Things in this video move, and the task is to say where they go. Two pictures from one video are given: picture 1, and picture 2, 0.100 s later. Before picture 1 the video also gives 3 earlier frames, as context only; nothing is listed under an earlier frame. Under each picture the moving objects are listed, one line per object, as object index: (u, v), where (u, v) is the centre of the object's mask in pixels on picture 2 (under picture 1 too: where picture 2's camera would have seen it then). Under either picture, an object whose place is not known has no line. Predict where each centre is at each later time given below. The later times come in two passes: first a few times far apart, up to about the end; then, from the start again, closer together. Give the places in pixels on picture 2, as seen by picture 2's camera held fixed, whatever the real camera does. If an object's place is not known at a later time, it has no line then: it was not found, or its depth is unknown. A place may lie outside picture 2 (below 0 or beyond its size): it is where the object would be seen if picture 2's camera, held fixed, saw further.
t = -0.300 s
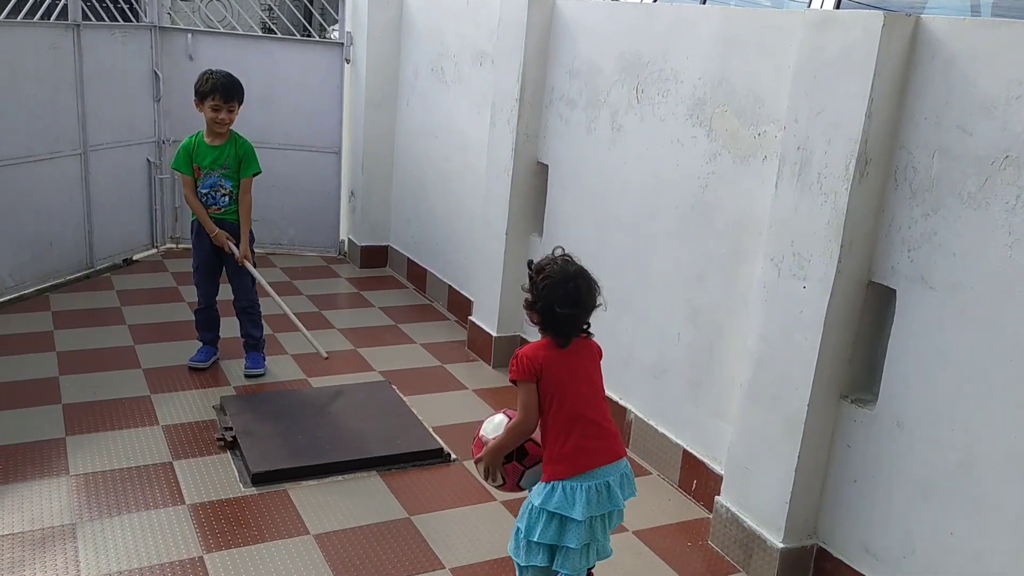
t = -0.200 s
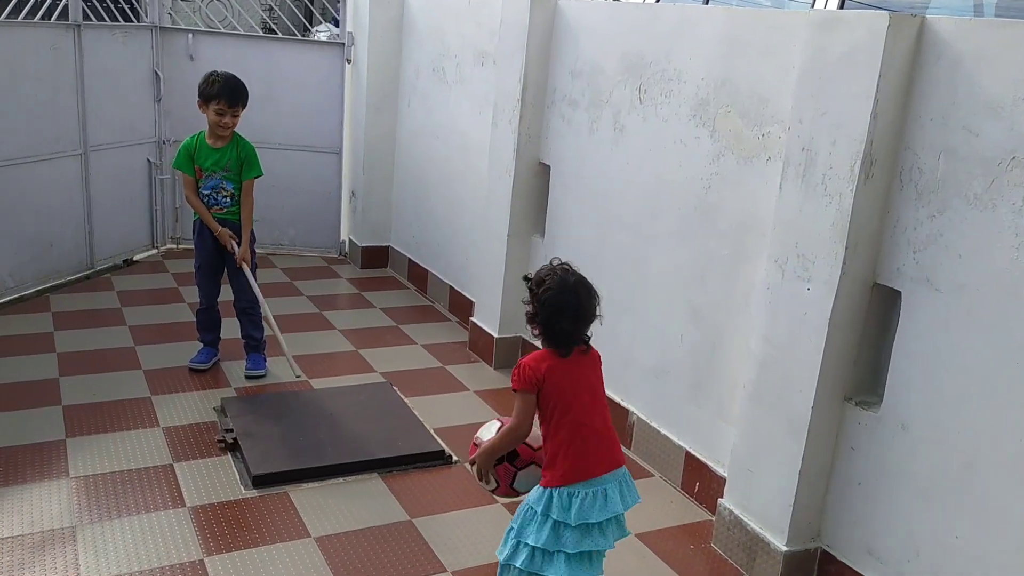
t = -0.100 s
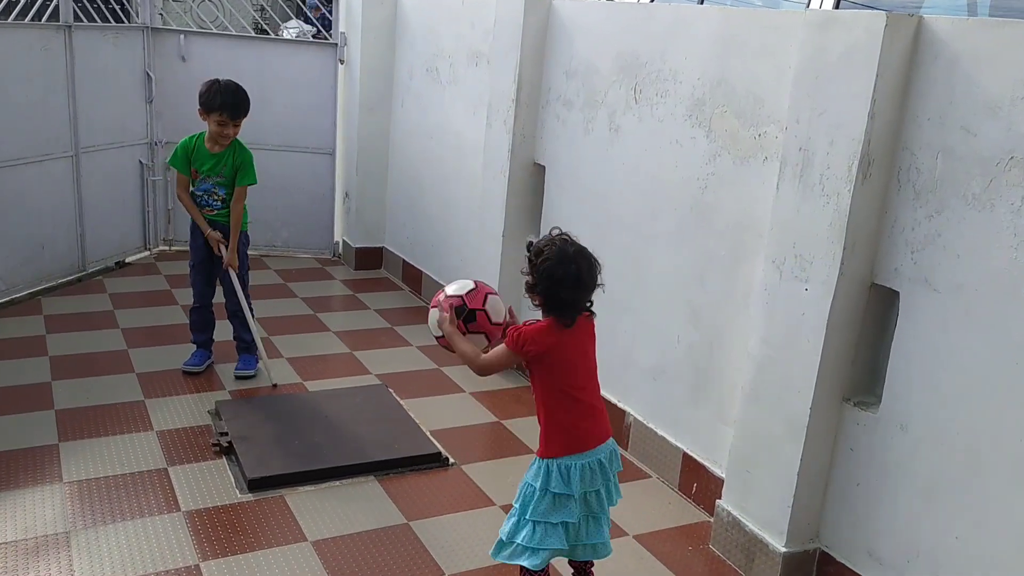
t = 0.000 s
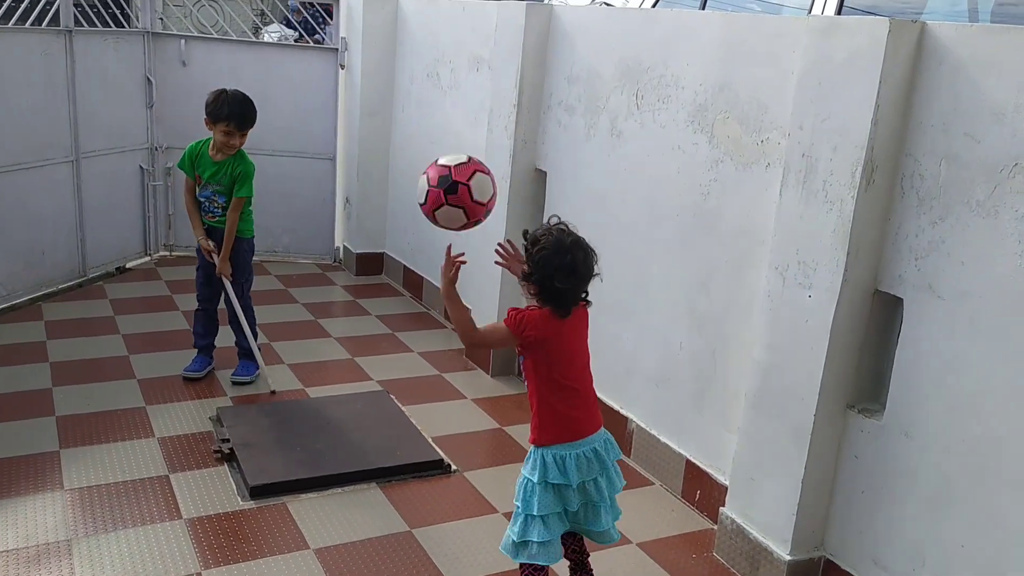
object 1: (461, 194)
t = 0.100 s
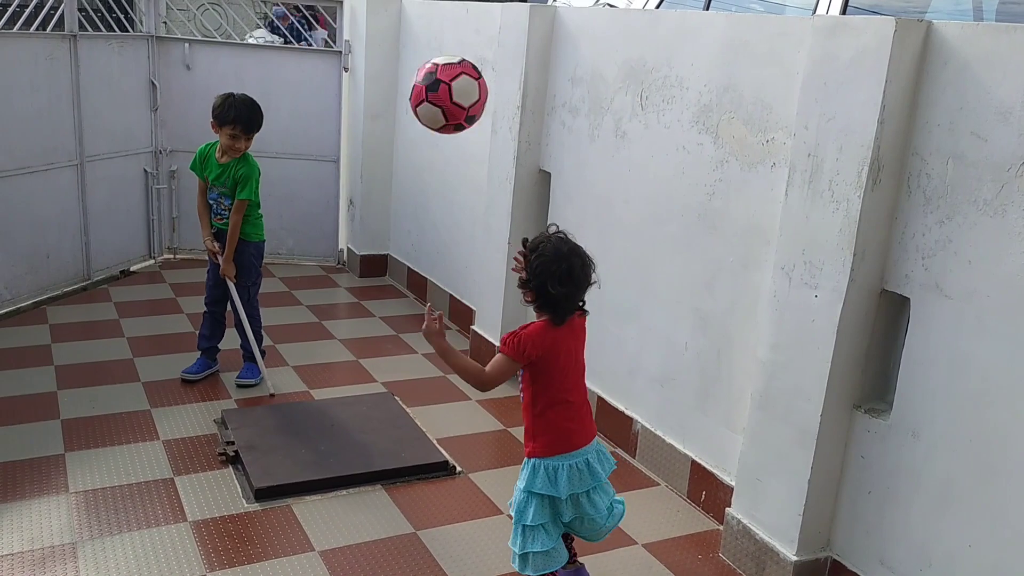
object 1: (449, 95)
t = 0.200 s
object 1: (433, 32)
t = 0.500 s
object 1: (388, 47)
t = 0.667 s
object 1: (357, 180)
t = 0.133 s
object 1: (443, 69)
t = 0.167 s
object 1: (438, 47)
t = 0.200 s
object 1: (433, 32)
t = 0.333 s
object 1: (414, 16)
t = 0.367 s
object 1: (408, 18)
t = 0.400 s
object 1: (403, 21)
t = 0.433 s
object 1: (397, 25)
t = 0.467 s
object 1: (392, 32)
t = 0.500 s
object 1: (388, 47)
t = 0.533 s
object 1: (383, 69)
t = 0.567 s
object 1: (374, 93)
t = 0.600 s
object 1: (368, 120)
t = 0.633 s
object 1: (363, 149)
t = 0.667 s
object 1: (357, 180)
